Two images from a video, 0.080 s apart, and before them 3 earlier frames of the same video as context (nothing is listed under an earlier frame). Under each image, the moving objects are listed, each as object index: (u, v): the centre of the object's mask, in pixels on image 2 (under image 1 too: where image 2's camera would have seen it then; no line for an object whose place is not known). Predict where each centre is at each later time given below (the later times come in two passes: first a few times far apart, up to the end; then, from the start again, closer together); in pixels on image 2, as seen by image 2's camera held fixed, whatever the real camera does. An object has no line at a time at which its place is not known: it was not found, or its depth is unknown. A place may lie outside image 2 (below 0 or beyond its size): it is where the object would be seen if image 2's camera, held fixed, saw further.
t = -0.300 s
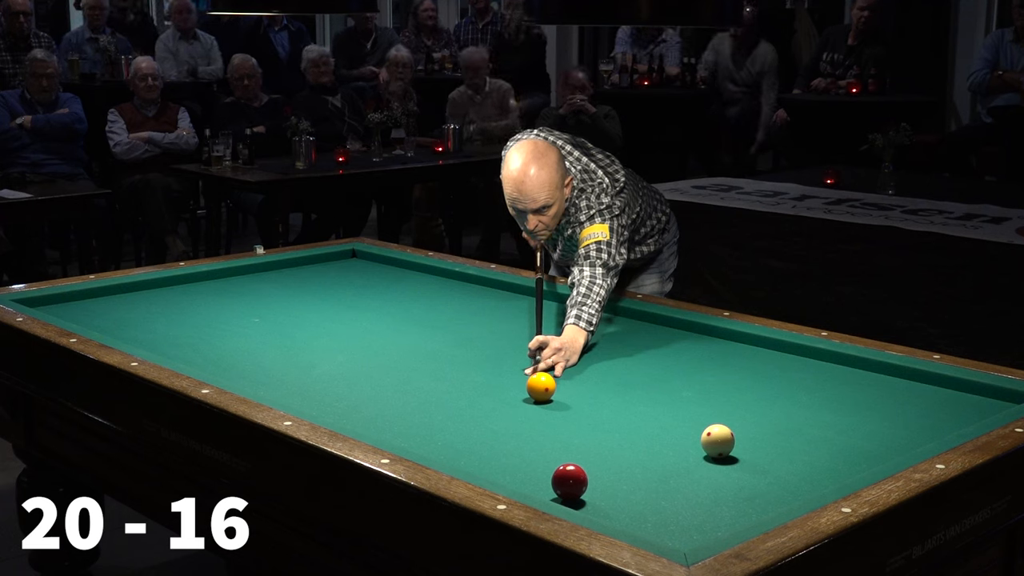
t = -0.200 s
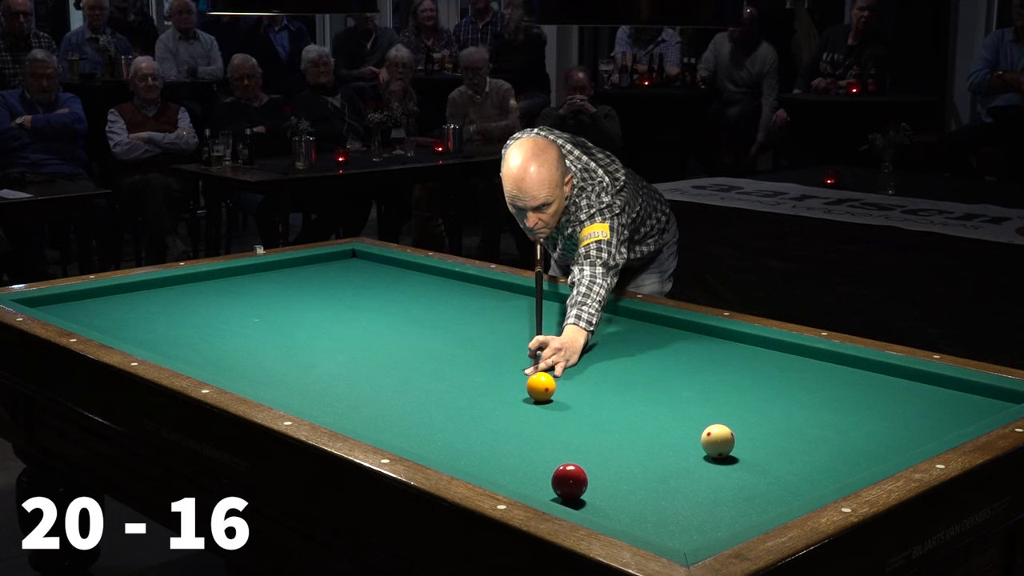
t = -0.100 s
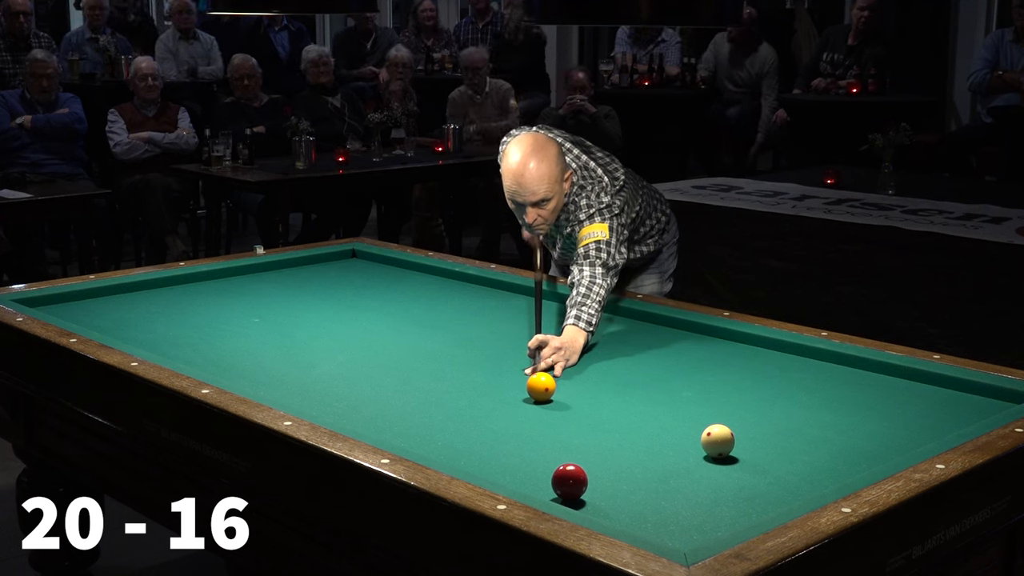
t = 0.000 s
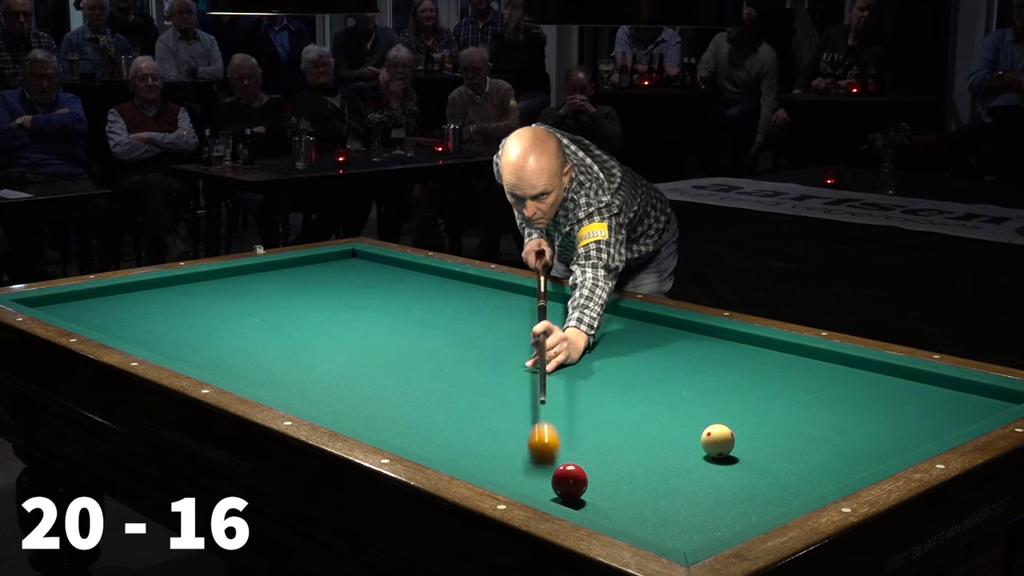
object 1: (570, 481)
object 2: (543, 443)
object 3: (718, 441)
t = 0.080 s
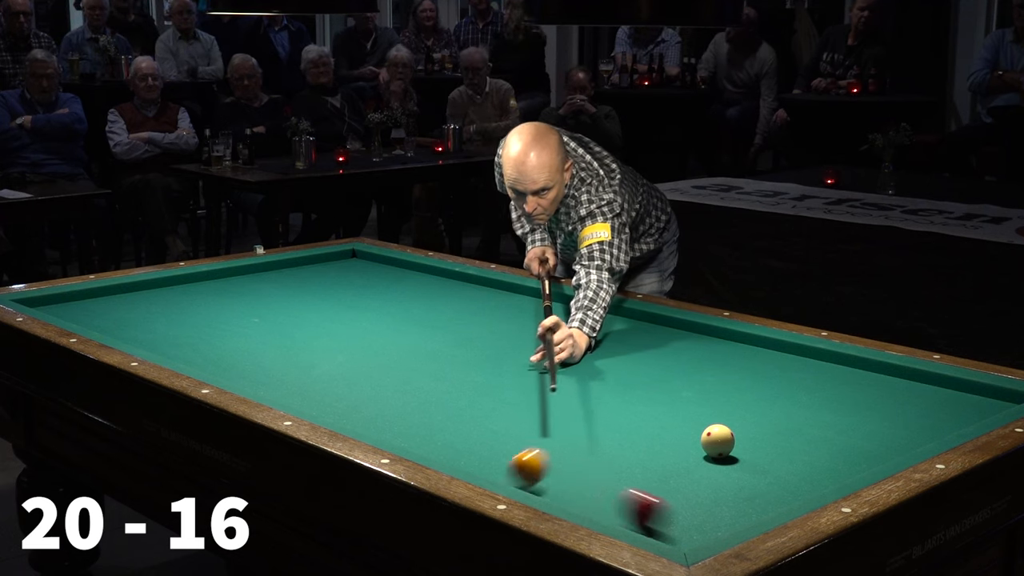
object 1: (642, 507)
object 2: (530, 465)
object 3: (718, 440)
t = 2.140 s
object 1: (201, 335)
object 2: (609, 432)
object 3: (718, 441)
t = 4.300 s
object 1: (780, 471)
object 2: (852, 382)
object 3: (718, 441)
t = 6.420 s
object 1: (587, 442)
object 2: (766, 429)
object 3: (648, 388)
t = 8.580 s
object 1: (526, 437)
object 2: (712, 457)
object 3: (609, 362)
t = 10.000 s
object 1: (526, 437)
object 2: (704, 461)
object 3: (603, 359)
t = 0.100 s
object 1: (673, 519)
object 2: (545, 458)
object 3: (718, 440)
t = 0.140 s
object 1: (682, 526)
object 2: (574, 444)
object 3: (718, 441)
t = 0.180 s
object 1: (634, 511)
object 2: (601, 429)
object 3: (718, 440)
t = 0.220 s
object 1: (591, 497)
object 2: (626, 416)
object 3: (718, 440)
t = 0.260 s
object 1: (552, 484)
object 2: (648, 404)
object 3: (718, 441)
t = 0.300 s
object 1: (517, 472)
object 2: (670, 392)
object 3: (718, 441)
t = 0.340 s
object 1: (485, 462)
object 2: (690, 382)
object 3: (718, 441)
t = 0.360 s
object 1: (470, 457)
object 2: (700, 377)
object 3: (718, 441)
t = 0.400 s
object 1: (441, 448)
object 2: (719, 369)
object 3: (718, 441)
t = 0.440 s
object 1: (415, 439)
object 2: (737, 361)
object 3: (718, 441)
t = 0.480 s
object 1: (388, 430)
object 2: (754, 353)
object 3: (718, 441)
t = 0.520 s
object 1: (367, 423)
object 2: (771, 347)
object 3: (718, 441)
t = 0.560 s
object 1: (347, 415)
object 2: (773, 346)
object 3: (718, 441)
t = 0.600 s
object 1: (328, 408)
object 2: (759, 350)
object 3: (718, 440)
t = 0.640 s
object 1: (309, 401)
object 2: (746, 354)
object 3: (718, 440)
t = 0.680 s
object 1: (291, 394)
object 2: (734, 358)
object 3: (718, 441)
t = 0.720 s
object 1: (274, 387)
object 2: (723, 362)
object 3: (718, 441)
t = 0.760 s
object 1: (257, 381)
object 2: (714, 366)
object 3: (718, 441)
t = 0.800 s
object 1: (241, 375)
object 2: (704, 370)
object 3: (718, 441)
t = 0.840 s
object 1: (226, 369)
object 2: (694, 374)
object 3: (718, 441)
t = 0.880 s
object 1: (211, 363)
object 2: (684, 378)
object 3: (718, 441)
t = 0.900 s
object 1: (203, 360)
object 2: (679, 380)
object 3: (718, 441)
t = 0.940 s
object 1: (189, 355)
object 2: (669, 384)
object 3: (718, 441)
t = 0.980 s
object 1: (176, 350)
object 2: (658, 388)
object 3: (718, 441)
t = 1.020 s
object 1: (162, 344)
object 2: (648, 393)
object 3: (718, 441)
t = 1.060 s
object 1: (150, 340)
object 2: (637, 397)
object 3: (718, 441)
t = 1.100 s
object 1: (137, 335)
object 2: (625, 402)
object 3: (718, 441)
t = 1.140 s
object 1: (125, 330)
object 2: (614, 407)
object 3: (718, 441)
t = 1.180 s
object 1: (113, 325)
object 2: (602, 411)
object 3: (718, 441)
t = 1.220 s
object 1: (102, 321)
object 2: (590, 416)
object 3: (718, 441)
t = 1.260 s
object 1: (91, 316)
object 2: (578, 421)
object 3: (718, 441)
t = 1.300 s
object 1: (81, 312)
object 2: (565, 426)
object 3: (718, 441)
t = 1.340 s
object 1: (70, 308)
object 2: (552, 431)
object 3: (718, 441)
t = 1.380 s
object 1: (61, 304)
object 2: (539, 437)
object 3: (717, 441)
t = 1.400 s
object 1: (56, 302)
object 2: (532, 440)
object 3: (717, 441)
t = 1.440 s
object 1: (47, 298)
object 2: (519, 445)
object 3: (718, 441)
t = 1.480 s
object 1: (55, 300)
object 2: (505, 451)
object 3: (717, 441)
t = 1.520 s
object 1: (66, 303)
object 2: (491, 457)
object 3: (717, 441)
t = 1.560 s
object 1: (75, 305)
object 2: (477, 459)
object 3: (717, 441)
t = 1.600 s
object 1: (85, 308)
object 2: (473, 461)
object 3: (717, 441)
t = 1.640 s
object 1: (93, 310)
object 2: (486, 460)
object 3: (718, 441)
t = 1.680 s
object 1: (101, 312)
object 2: (498, 459)
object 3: (718, 441)
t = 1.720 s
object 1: (109, 314)
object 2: (509, 456)
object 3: (718, 441)
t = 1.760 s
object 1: (117, 316)
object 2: (519, 453)
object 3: (718, 441)
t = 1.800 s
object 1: (126, 318)
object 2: (529, 451)
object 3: (718, 441)
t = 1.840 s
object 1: (135, 320)
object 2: (539, 449)
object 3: (718, 441)
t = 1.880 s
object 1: (143, 322)
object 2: (548, 446)
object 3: (718, 441)
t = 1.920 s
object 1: (151, 324)
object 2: (558, 444)
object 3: (718, 441)
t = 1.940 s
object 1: (156, 325)
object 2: (563, 443)
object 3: (718, 441)
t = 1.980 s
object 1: (164, 327)
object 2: (572, 441)
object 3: (718, 441)
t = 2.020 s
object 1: (174, 329)
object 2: (582, 438)
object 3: (718, 441)
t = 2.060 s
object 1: (183, 331)
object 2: (591, 436)
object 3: (718, 441)
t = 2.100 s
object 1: (192, 334)
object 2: (600, 434)
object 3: (718, 441)
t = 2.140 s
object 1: (201, 335)
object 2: (609, 432)
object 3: (718, 441)
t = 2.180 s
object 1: (210, 338)
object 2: (617, 430)
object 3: (718, 440)
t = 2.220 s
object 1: (219, 340)
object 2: (626, 427)
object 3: (718, 441)
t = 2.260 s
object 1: (229, 342)
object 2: (634, 426)
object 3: (718, 441)
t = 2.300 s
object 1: (238, 344)
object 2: (643, 423)
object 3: (718, 441)
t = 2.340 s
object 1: (248, 347)
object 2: (651, 422)
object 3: (718, 441)
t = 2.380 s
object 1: (258, 349)
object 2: (659, 420)
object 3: (718, 441)
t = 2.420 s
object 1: (268, 351)
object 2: (668, 418)
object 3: (718, 441)
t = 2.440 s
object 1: (273, 352)
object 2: (672, 417)
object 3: (718, 441)
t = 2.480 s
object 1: (283, 355)
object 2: (679, 415)
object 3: (718, 441)
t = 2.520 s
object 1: (293, 358)
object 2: (687, 413)
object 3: (718, 441)
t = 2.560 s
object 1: (303, 360)
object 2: (695, 411)
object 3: (718, 441)
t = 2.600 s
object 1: (314, 362)
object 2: (703, 409)
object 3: (718, 441)
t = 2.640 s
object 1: (324, 365)
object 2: (710, 407)
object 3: (718, 441)
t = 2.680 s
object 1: (335, 368)
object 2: (717, 406)
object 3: (718, 441)
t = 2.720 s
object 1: (346, 370)
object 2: (725, 404)
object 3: (718, 441)
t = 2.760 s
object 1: (357, 373)
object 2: (732, 402)
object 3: (718, 441)
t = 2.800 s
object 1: (368, 375)
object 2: (739, 401)
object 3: (717, 441)
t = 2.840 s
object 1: (378, 378)
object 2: (746, 399)
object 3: (718, 441)
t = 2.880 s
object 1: (390, 381)
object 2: (753, 397)
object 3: (718, 441)
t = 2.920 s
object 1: (401, 383)
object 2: (760, 395)
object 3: (718, 441)
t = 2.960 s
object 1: (413, 386)
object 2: (766, 394)
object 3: (718, 441)
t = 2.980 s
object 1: (419, 388)
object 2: (770, 393)
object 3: (718, 441)
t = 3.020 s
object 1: (431, 390)
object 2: (777, 391)
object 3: (718, 441)
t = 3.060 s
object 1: (443, 393)
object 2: (783, 390)
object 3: (718, 441)
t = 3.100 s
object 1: (454, 396)
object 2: (789, 388)
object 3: (718, 441)
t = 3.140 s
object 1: (467, 399)
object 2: (796, 387)
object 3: (718, 441)
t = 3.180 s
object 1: (479, 402)
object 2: (802, 385)
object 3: (718, 441)
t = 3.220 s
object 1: (492, 406)
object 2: (808, 384)
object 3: (718, 441)
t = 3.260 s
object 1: (504, 408)
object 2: (815, 382)
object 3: (718, 441)
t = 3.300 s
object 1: (517, 412)
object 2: (821, 381)
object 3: (718, 441)
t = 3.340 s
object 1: (530, 415)
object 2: (827, 380)
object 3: (718, 441)
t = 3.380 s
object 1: (543, 418)
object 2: (833, 378)
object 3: (718, 441)
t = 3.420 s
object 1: (556, 421)
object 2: (839, 377)
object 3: (718, 441)
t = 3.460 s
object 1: (570, 424)
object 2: (845, 375)
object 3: (718, 441)
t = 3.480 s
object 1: (577, 426)
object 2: (847, 375)
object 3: (718, 441)
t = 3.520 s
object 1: (590, 429)
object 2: (853, 373)
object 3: (718, 441)
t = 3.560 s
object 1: (604, 433)
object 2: (859, 372)
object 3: (717, 441)
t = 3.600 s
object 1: (618, 436)
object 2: (864, 371)
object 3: (717, 441)
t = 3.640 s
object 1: (632, 440)
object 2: (870, 369)
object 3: (717, 441)
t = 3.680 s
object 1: (647, 443)
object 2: (875, 368)
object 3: (717, 441)
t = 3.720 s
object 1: (662, 447)
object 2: (880, 367)
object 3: (718, 441)
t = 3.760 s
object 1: (676, 451)
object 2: (877, 368)
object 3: (718, 441)
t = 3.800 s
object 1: (692, 454)
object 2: (875, 369)
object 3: (718, 440)
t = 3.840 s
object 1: (708, 458)
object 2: (873, 370)
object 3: (720, 437)
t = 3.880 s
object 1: (722, 461)
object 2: (872, 371)
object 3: (717, 436)
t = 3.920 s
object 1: (738, 465)
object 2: (870, 372)
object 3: (717, 440)
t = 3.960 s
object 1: (754, 470)
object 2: (868, 373)
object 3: (718, 441)
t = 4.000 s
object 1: (770, 473)
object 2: (866, 374)
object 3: (718, 441)
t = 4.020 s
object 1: (778, 475)
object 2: (865, 375)
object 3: (718, 441)
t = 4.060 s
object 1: (795, 479)
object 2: (863, 376)
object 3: (718, 441)
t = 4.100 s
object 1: (810, 480)
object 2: (861, 377)
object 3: (718, 441)
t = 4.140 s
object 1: (812, 480)
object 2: (859, 378)
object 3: (718, 441)
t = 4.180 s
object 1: (803, 479)
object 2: (857, 379)
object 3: (718, 441)
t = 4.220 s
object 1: (795, 477)
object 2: (855, 380)
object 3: (718, 441)
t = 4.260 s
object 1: (787, 474)
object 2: (854, 381)
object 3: (718, 441)
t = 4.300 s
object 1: (780, 471)
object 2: (852, 382)
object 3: (718, 441)
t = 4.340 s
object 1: (772, 468)
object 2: (850, 383)
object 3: (718, 441)
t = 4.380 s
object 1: (765, 465)
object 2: (848, 384)
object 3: (718, 441)
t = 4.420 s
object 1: (758, 463)
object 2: (846, 385)
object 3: (717, 441)
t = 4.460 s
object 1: (750, 460)
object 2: (844, 386)
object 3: (717, 441)
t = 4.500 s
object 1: (743, 457)
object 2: (843, 387)
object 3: (717, 440)
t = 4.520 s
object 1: (740, 456)
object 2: (842, 387)
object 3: (716, 440)
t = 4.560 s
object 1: (733, 454)
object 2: (840, 388)
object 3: (714, 438)
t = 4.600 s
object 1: (728, 452)
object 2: (838, 389)
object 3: (712, 435)
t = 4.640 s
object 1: (724, 452)
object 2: (837, 390)
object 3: (711, 433)
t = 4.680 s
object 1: (720, 452)
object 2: (835, 391)
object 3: (709, 431)
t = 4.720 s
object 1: (716, 451)
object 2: (833, 392)
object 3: (708, 429)
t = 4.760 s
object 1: (712, 451)
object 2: (831, 393)
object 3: (707, 428)
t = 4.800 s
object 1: (708, 450)
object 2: (829, 394)
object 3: (706, 427)
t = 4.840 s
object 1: (705, 450)
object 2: (828, 395)
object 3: (704, 426)
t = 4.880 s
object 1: (701, 450)
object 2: (826, 396)
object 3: (703, 425)
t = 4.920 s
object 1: (697, 449)
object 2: (824, 397)
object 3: (701, 424)
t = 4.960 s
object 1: (693, 449)
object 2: (822, 398)
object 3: (700, 423)
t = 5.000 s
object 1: (690, 449)
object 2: (821, 399)
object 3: (698, 423)
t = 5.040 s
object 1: (686, 449)
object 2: (819, 400)
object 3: (696, 422)
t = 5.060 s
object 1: (684, 449)
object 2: (818, 400)
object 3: (695, 422)
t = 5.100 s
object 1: (680, 449)
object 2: (816, 401)
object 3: (693, 421)
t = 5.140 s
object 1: (677, 449)
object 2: (815, 402)
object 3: (691, 420)
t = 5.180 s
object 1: (674, 448)
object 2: (813, 403)
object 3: (690, 419)
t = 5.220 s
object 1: (670, 448)
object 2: (811, 404)
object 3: (688, 418)
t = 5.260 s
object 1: (667, 448)
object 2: (809, 405)
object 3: (686, 417)
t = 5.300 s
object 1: (663, 448)
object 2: (808, 406)
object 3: (685, 415)
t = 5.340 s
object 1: (660, 447)
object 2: (806, 407)
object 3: (683, 414)
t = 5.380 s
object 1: (657, 447)
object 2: (805, 408)
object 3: (682, 413)
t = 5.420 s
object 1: (654, 447)
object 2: (803, 408)
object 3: (680, 412)
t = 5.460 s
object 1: (650, 447)
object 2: (801, 409)
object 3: (679, 411)
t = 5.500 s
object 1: (647, 447)
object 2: (800, 410)
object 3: (677, 410)
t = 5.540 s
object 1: (644, 446)
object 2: (798, 411)
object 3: (676, 408)
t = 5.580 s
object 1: (641, 446)
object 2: (797, 412)
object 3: (674, 407)
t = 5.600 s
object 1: (640, 446)
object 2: (796, 412)
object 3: (673, 407)
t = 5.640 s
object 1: (637, 446)
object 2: (794, 413)
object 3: (672, 406)
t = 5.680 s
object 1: (634, 446)
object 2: (793, 414)
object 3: (671, 405)
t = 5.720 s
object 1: (631, 446)
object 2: (791, 415)
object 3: (669, 404)
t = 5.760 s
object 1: (628, 445)
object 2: (790, 415)
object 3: (668, 403)
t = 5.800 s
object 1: (625, 445)
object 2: (788, 417)
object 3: (667, 402)
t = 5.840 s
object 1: (623, 445)
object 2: (787, 417)
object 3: (665, 401)
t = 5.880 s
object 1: (620, 445)
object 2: (785, 418)
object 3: (664, 400)
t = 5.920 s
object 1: (617, 445)
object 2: (784, 419)
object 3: (662, 399)
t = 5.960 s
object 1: (614, 444)
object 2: (782, 420)
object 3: (661, 398)
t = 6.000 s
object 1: (612, 444)
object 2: (781, 421)
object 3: (660, 397)
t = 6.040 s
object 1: (609, 444)
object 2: (779, 421)
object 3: (659, 396)
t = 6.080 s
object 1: (607, 443)
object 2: (778, 422)
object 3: (657, 395)
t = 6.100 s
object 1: (605, 444)
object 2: (777, 423)
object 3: (657, 395)
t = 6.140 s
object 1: (603, 443)
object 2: (776, 424)
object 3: (656, 394)
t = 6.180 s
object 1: (601, 443)
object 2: (775, 424)
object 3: (655, 393)
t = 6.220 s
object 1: (598, 443)
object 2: (773, 425)
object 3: (653, 392)
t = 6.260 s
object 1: (596, 443)
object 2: (772, 426)
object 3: (652, 391)
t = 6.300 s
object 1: (593, 442)
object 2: (770, 427)
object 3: (651, 390)
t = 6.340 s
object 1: (591, 443)
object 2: (769, 428)
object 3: (650, 389)
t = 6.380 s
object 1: (589, 442)
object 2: (767, 428)
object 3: (649, 389)
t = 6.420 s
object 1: (587, 442)
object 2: (766, 429)
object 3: (648, 388)
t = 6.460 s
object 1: (585, 442)
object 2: (764, 430)
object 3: (647, 387)
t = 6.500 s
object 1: (583, 442)
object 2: (763, 431)
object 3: (646, 386)
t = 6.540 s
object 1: (580, 442)
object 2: (762, 432)
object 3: (645, 386)
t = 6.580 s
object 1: (578, 442)
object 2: (761, 433)
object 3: (644, 385)
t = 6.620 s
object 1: (576, 442)
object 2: (759, 433)
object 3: (643, 384)
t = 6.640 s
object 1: (575, 442)
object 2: (759, 434)
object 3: (643, 384)
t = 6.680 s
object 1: (574, 441)
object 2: (757, 434)
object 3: (641, 383)
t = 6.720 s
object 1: (572, 441)
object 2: (757, 435)
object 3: (641, 383)
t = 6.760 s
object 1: (570, 441)
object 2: (755, 436)
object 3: (639, 382)
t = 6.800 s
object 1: (568, 441)
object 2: (754, 436)
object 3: (639, 381)
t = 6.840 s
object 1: (566, 441)
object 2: (753, 437)
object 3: (638, 380)
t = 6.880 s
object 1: (564, 440)
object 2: (752, 438)
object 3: (637, 380)
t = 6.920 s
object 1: (563, 441)
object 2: (751, 438)
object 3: (636, 379)
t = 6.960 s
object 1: (561, 441)
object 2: (749, 439)
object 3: (635, 379)
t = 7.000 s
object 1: (559, 441)
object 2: (748, 439)
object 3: (634, 378)
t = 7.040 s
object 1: (558, 441)
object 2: (747, 440)
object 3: (633, 377)
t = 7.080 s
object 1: (556, 440)
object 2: (746, 440)
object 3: (632, 377)
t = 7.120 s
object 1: (555, 440)
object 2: (745, 441)
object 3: (631, 376)
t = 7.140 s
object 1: (554, 440)
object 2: (744, 442)
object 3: (631, 376)
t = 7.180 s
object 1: (552, 440)
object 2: (743, 442)
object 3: (630, 375)
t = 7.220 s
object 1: (551, 440)
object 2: (742, 443)
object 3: (629, 375)
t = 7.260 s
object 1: (549, 440)
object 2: (741, 444)
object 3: (629, 374)
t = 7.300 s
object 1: (548, 439)
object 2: (740, 444)
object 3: (628, 374)
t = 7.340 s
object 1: (547, 439)
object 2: (739, 445)
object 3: (627, 373)
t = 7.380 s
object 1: (546, 439)
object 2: (738, 445)
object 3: (626, 373)
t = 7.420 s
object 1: (545, 439)
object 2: (737, 446)
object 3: (625, 372)
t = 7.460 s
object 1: (544, 439)
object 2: (736, 446)
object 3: (625, 372)
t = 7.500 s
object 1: (542, 439)
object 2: (735, 447)
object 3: (624, 371)
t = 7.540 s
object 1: (541, 439)
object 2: (734, 448)
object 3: (623, 371)
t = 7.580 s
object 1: (540, 438)
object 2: (733, 448)
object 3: (622, 370)
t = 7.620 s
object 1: (539, 439)
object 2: (732, 449)
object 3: (622, 370)
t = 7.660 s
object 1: (538, 439)
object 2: (731, 449)
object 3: (621, 370)
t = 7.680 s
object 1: (538, 439)
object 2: (731, 449)
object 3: (621, 369)
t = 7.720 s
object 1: (537, 439)
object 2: (729, 450)
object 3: (620, 369)
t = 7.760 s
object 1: (536, 439)
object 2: (729, 450)
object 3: (619, 368)
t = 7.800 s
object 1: (535, 438)
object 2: (728, 451)
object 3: (618, 368)
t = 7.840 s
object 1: (534, 438)
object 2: (727, 451)
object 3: (618, 368)
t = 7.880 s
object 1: (533, 438)
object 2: (726, 451)
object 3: (617, 367)
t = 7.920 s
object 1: (532, 438)
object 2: (725, 452)
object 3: (617, 367)
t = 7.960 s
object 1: (532, 438)
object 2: (724, 453)
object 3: (616, 367)
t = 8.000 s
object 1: (531, 438)
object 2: (723, 453)
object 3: (615, 366)
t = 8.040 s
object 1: (530, 438)
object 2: (722, 453)
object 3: (615, 366)
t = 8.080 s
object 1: (530, 438)
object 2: (722, 454)
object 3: (614, 365)
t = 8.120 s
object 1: (530, 438)
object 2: (721, 454)
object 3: (614, 365)
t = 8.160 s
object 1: (529, 438)
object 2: (720, 454)
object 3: (613, 365)
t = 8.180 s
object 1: (529, 438)
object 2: (720, 455)
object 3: (613, 365)
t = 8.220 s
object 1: (528, 438)
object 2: (719, 455)
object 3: (612, 364)
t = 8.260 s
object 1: (528, 438)
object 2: (718, 455)
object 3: (612, 364)
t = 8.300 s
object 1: (528, 437)
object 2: (717, 455)
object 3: (611, 364)
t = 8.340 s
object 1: (527, 437)
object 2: (716, 456)
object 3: (611, 364)
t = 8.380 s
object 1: (527, 437)
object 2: (716, 456)
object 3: (611, 363)
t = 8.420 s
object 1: (527, 437)
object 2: (715, 457)
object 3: (610, 363)
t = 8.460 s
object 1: (527, 437)
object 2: (714, 457)
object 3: (610, 363)
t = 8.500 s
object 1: (527, 437)
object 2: (714, 457)
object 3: (609, 363)
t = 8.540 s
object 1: (526, 437)
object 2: (713, 457)
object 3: (609, 362)
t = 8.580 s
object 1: (526, 437)
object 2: (712, 457)
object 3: (609, 362)
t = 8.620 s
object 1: (526, 437)
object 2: (712, 457)
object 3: (608, 362)
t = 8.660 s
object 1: (526, 437)
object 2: (711, 458)
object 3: (608, 362)
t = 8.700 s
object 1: (526, 437)
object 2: (710, 458)
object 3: (607, 361)
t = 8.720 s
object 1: (526, 437)
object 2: (710, 458)
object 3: (607, 361)
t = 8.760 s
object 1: (526, 437)
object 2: (709, 458)
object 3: (607, 361)
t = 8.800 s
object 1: (526, 437)
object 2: (709, 458)
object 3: (607, 361)
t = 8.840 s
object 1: (526, 437)
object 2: (708, 458)
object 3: (606, 361)
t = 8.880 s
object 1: (526, 437)
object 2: (708, 459)
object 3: (606, 360)
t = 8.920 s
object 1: (526, 437)
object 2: (707, 459)
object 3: (606, 360)
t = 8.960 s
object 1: (526, 437)
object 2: (707, 459)
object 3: (606, 360)
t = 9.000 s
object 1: (526, 437)
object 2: (706, 459)
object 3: (605, 360)
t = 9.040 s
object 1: (526, 437)
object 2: (706, 459)
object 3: (605, 360)
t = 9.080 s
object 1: (526, 437)
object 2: (705, 459)
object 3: (605, 360)
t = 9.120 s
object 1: (526, 437)
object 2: (705, 460)
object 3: (605, 360)
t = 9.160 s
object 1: (526, 437)
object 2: (705, 460)
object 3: (604, 360)
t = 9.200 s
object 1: (526, 437)
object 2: (705, 460)
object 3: (604, 359)
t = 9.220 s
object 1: (526, 437)
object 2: (705, 460)
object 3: (604, 359)
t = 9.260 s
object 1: (526, 437)
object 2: (705, 460)
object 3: (604, 359)
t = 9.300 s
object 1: (526, 437)
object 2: (704, 461)
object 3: (604, 359)
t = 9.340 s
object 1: (526, 437)
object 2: (704, 461)
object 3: (604, 359)
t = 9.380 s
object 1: (526, 437)
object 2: (704, 461)
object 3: (604, 359)
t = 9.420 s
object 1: (527, 437)
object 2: (704, 461)
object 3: (604, 359)
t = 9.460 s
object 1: (527, 437)
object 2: (704, 461)
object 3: (604, 359)
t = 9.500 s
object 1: (526, 437)
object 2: (704, 461)
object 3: (604, 359)
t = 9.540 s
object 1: (526, 437)
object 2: (703, 461)
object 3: (604, 359)
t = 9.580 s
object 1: (527, 437)
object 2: (703, 461)
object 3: (603, 359)
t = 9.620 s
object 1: (527, 437)
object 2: (703, 461)
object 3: (603, 359)
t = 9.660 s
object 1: (526, 437)
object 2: (703, 461)
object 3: (603, 359)
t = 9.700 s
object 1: (527, 437)
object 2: (704, 461)
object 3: (603, 359)
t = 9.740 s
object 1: (526, 437)
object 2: (703, 461)
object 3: (603, 359)
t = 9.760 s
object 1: (526, 437)
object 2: (704, 461)
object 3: (603, 359)
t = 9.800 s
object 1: (526, 437)
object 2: (704, 461)
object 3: (603, 359)
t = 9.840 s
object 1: (526, 437)
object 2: (704, 461)
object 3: (603, 359)
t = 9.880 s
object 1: (526, 437)
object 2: (704, 461)
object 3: (603, 359)
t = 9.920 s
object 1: (526, 437)
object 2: (704, 461)
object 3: (603, 359)
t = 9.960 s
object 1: (526, 437)
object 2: (704, 461)
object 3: (603, 359)
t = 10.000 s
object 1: (526, 437)
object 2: (704, 461)
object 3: (603, 359)
